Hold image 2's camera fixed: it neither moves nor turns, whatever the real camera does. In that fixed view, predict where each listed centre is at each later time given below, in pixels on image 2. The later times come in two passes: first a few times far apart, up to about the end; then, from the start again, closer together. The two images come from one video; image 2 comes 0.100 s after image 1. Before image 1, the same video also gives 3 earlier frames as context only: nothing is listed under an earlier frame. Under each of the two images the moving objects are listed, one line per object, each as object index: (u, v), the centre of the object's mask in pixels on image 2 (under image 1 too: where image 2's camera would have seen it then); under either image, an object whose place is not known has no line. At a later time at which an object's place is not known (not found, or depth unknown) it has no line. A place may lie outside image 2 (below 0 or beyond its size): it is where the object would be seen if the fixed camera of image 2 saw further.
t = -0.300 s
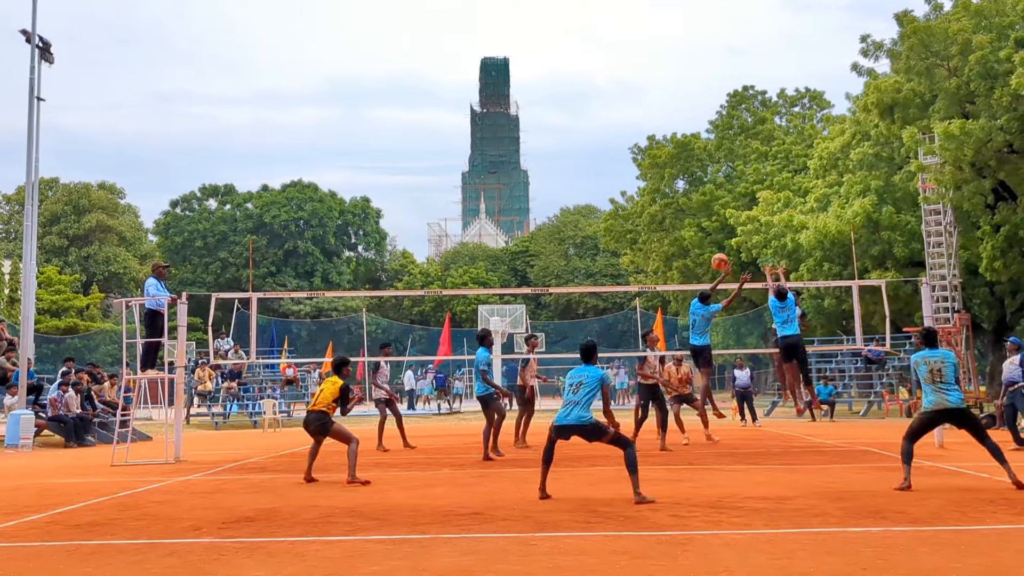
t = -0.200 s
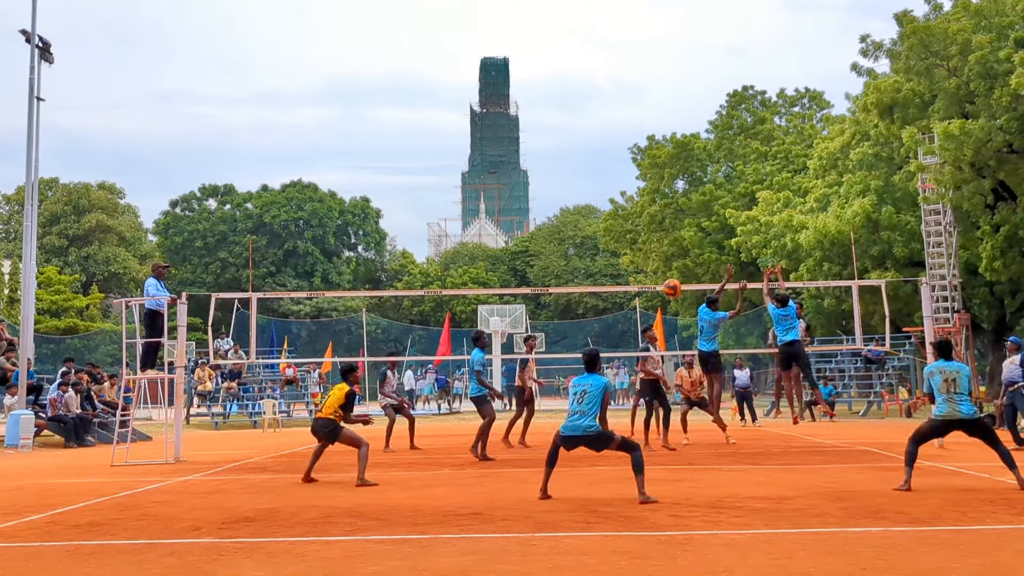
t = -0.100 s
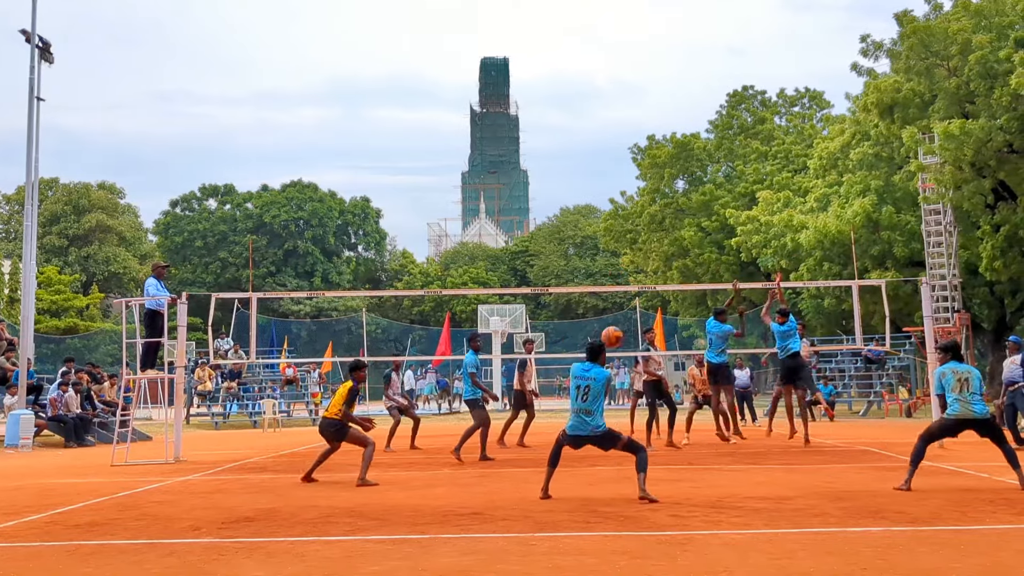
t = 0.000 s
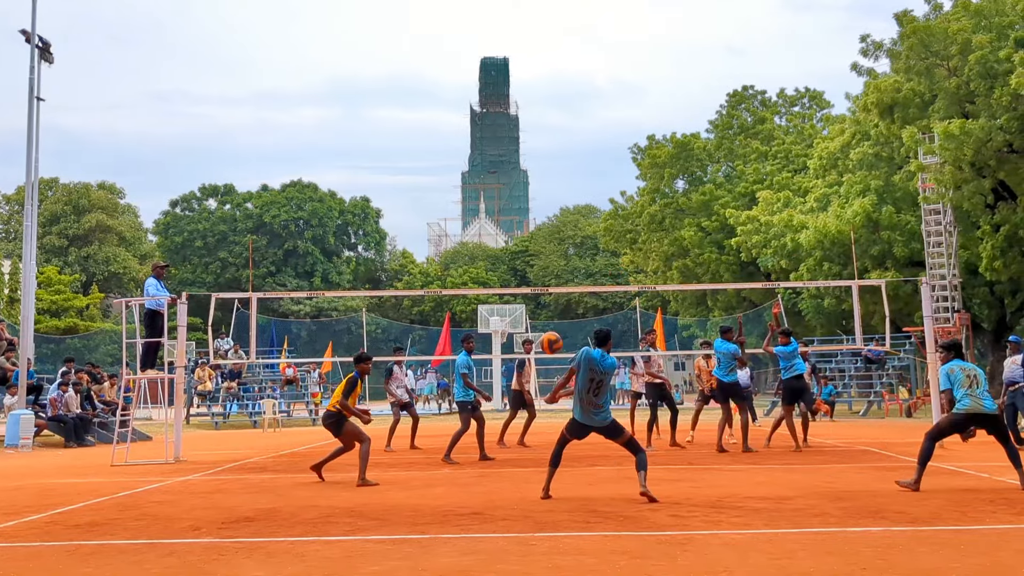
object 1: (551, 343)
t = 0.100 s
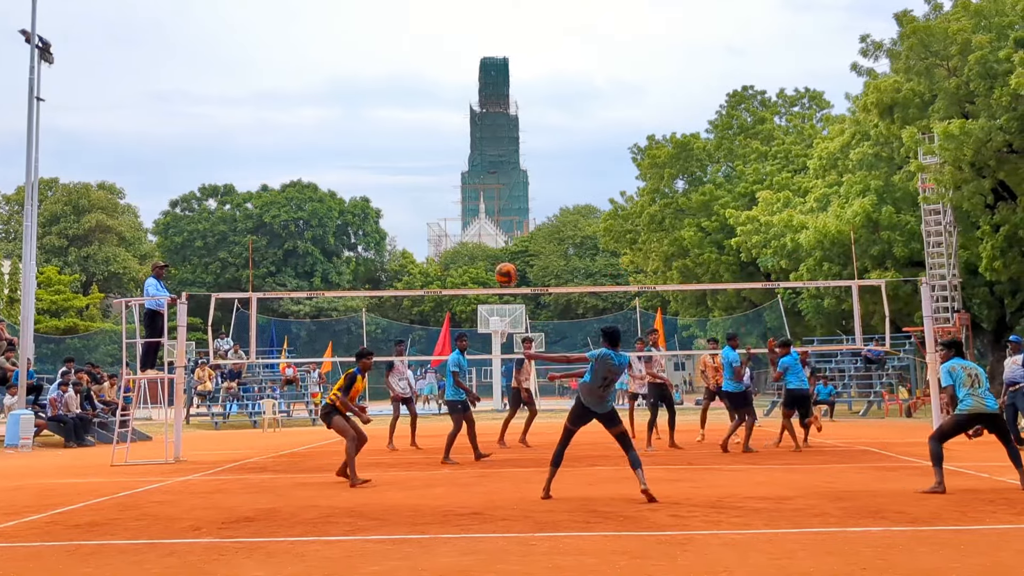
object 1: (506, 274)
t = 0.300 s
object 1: (421, 175)
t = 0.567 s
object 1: (319, 114)
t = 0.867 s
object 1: (215, 126)
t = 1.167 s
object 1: (119, 215)
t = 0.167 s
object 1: (477, 235)
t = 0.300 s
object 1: (421, 175)
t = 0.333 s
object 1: (408, 163)
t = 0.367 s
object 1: (395, 153)
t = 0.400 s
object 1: (382, 143)
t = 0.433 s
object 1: (369, 135)
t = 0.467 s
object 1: (356, 128)
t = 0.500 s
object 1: (343, 122)
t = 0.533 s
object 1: (331, 117)
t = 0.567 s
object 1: (319, 114)
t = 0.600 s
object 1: (307, 111)
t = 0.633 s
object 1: (295, 110)
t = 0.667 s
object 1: (283, 109)
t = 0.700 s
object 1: (272, 110)
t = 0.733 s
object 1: (260, 111)
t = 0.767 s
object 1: (248, 114)
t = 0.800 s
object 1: (237, 117)
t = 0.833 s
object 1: (226, 121)
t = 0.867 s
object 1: (215, 126)
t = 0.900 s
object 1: (203, 133)
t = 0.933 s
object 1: (193, 140)
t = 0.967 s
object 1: (182, 148)
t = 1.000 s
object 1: (171, 157)
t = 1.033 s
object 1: (161, 167)
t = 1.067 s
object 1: (150, 178)
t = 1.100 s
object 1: (140, 189)
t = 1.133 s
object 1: (129, 202)
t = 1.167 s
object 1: (119, 215)
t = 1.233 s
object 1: (99, 244)
